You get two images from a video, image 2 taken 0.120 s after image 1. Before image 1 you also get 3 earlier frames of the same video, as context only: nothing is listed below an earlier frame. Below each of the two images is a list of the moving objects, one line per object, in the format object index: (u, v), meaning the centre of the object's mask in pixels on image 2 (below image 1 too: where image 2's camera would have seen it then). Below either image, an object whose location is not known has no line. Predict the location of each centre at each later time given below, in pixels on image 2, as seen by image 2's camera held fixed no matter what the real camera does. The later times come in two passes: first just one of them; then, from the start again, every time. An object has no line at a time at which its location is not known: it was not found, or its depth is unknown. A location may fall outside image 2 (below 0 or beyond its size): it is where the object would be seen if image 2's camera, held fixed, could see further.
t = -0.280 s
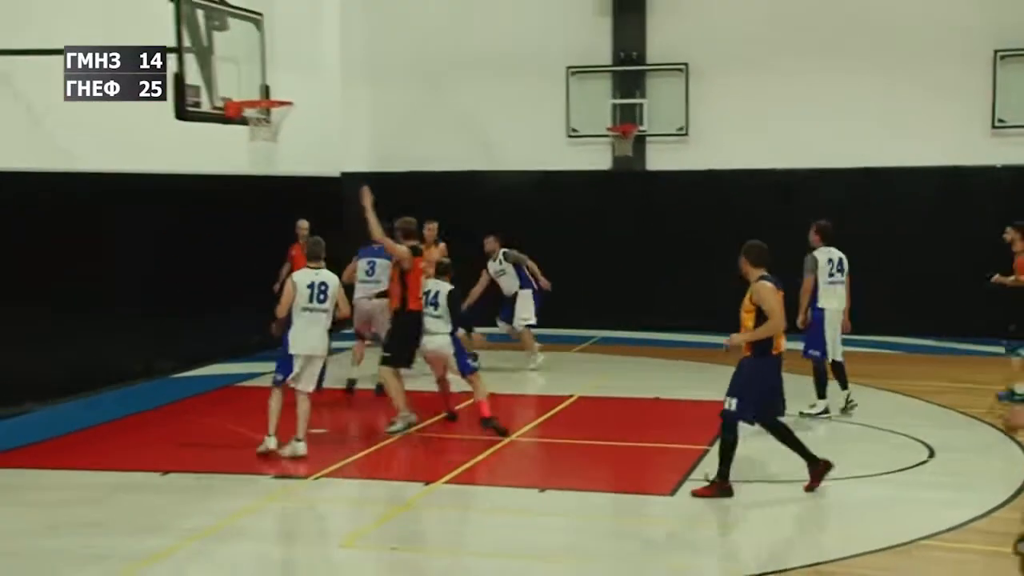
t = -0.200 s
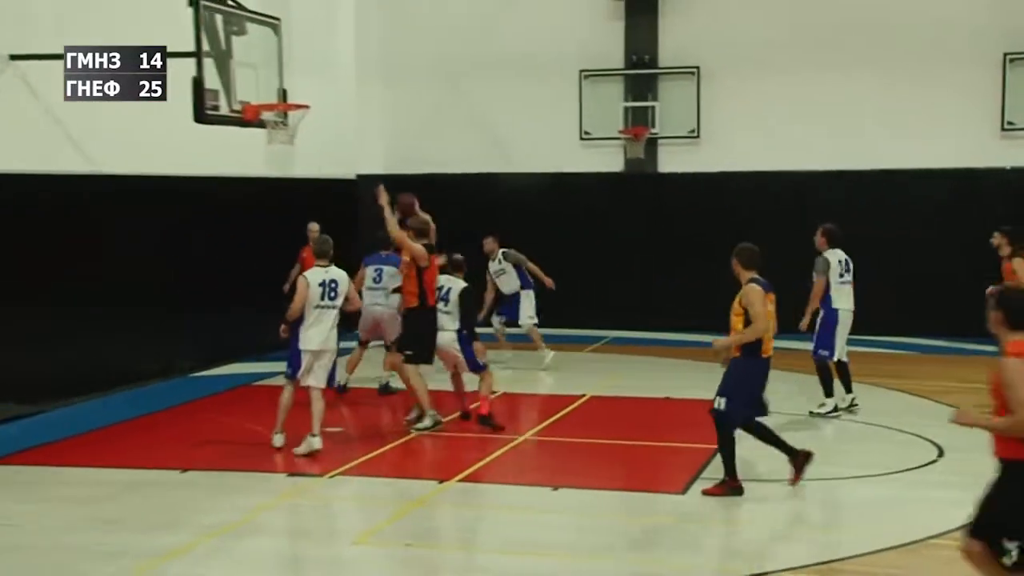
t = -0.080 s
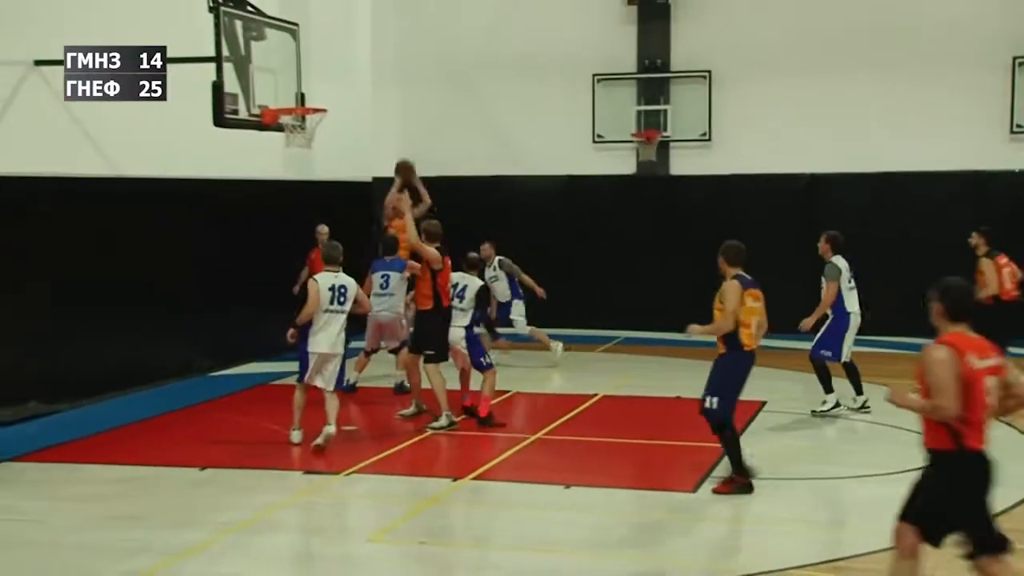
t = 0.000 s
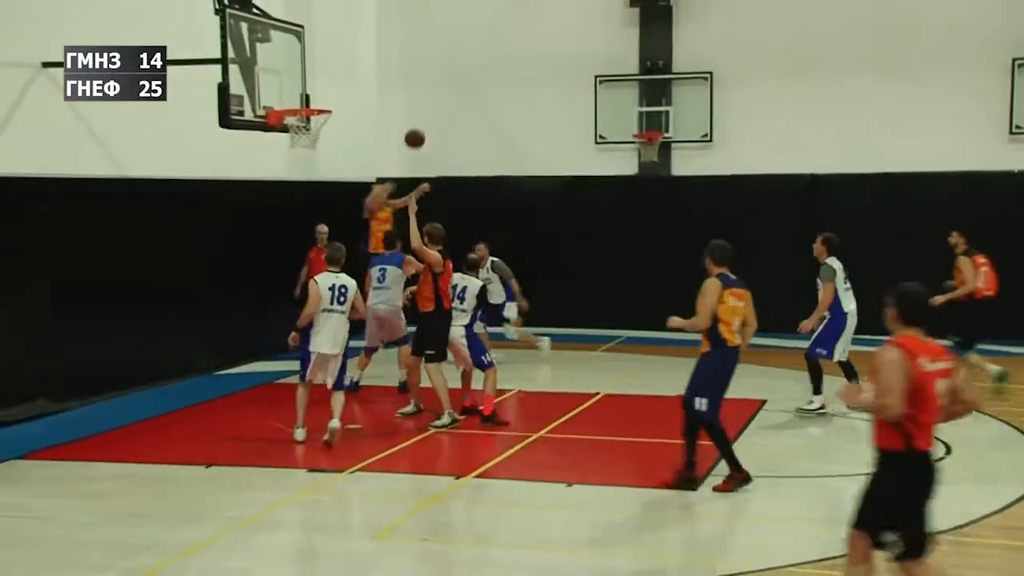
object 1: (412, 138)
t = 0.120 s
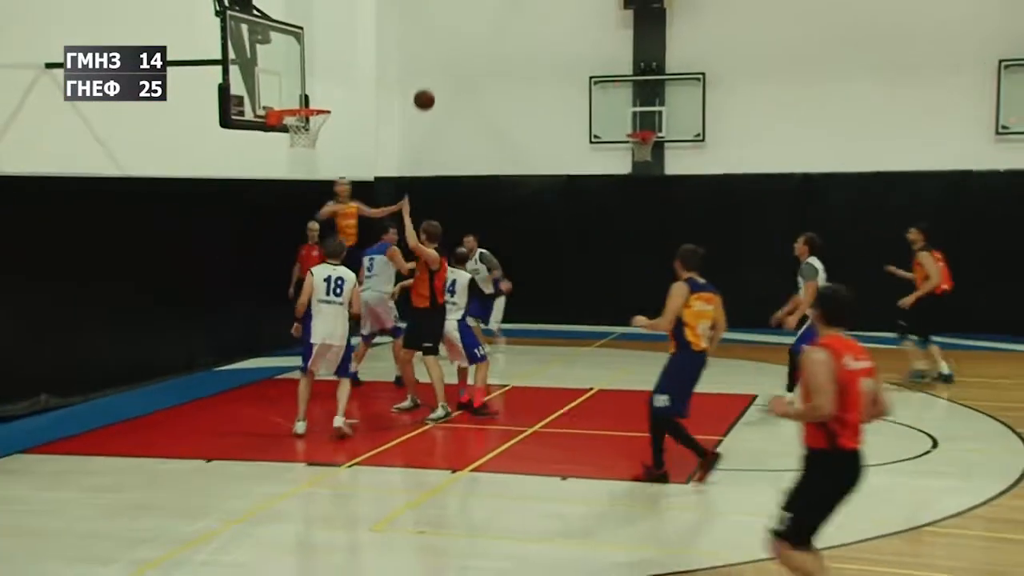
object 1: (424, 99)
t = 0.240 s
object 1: (437, 69)
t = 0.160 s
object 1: (428, 88)
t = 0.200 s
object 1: (433, 78)
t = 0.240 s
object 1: (437, 69)
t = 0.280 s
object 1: (442, 62)
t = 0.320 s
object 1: (447, 56)
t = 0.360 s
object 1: (451, 50)
